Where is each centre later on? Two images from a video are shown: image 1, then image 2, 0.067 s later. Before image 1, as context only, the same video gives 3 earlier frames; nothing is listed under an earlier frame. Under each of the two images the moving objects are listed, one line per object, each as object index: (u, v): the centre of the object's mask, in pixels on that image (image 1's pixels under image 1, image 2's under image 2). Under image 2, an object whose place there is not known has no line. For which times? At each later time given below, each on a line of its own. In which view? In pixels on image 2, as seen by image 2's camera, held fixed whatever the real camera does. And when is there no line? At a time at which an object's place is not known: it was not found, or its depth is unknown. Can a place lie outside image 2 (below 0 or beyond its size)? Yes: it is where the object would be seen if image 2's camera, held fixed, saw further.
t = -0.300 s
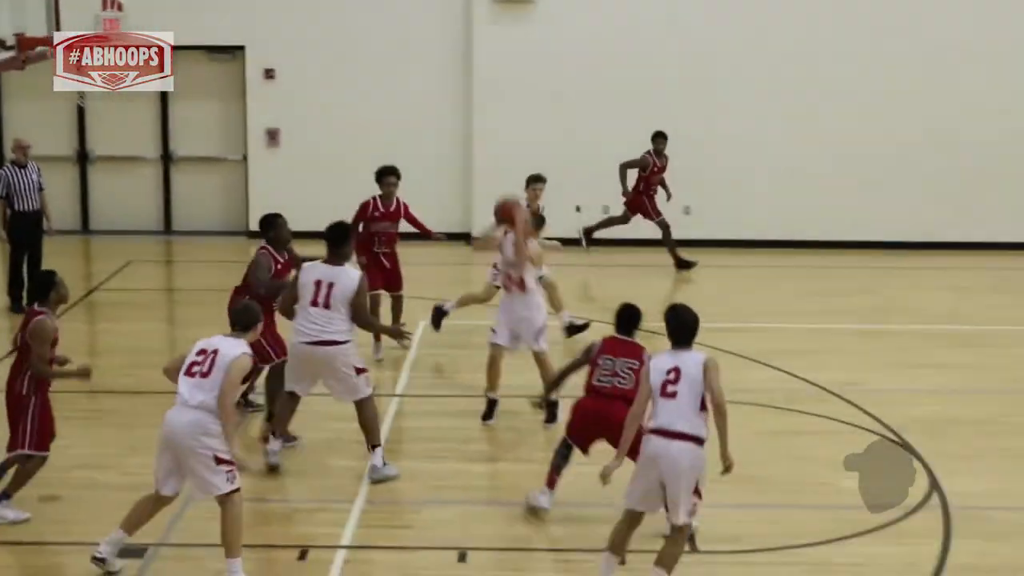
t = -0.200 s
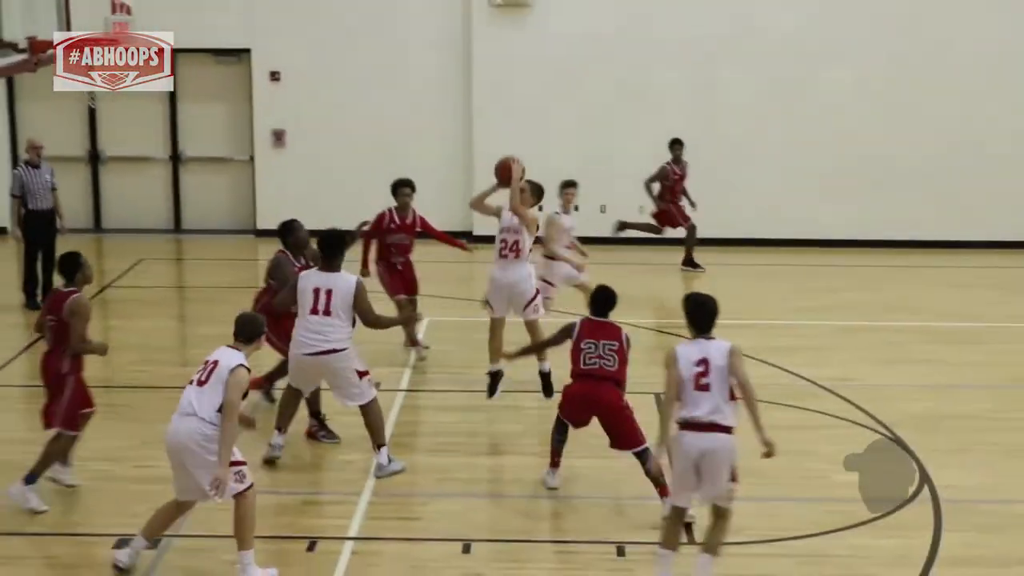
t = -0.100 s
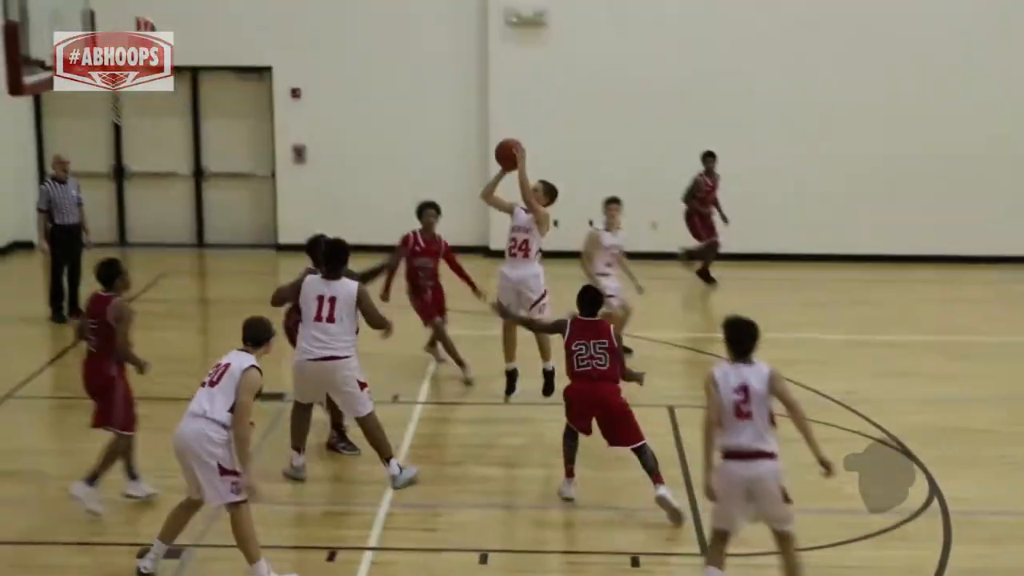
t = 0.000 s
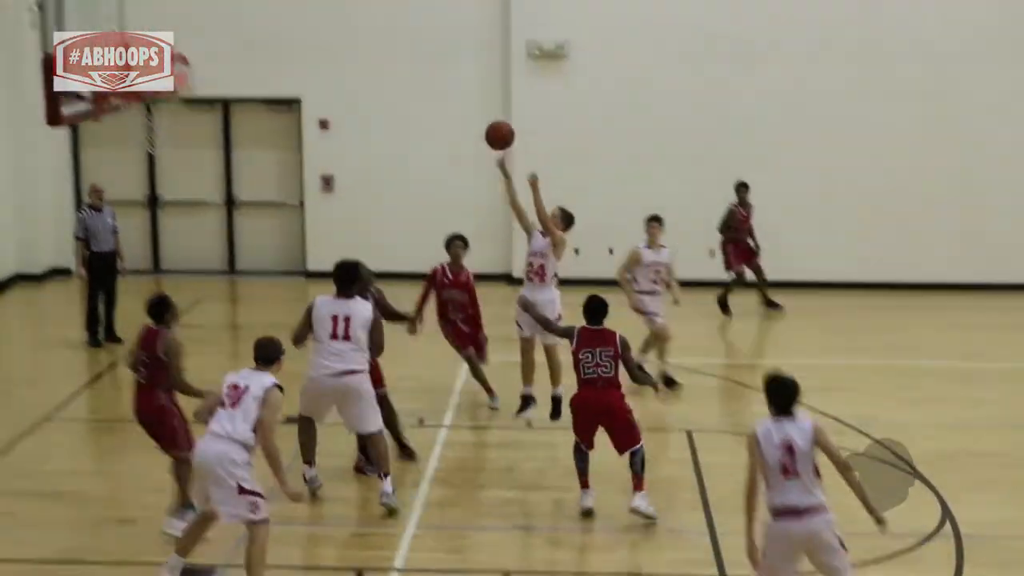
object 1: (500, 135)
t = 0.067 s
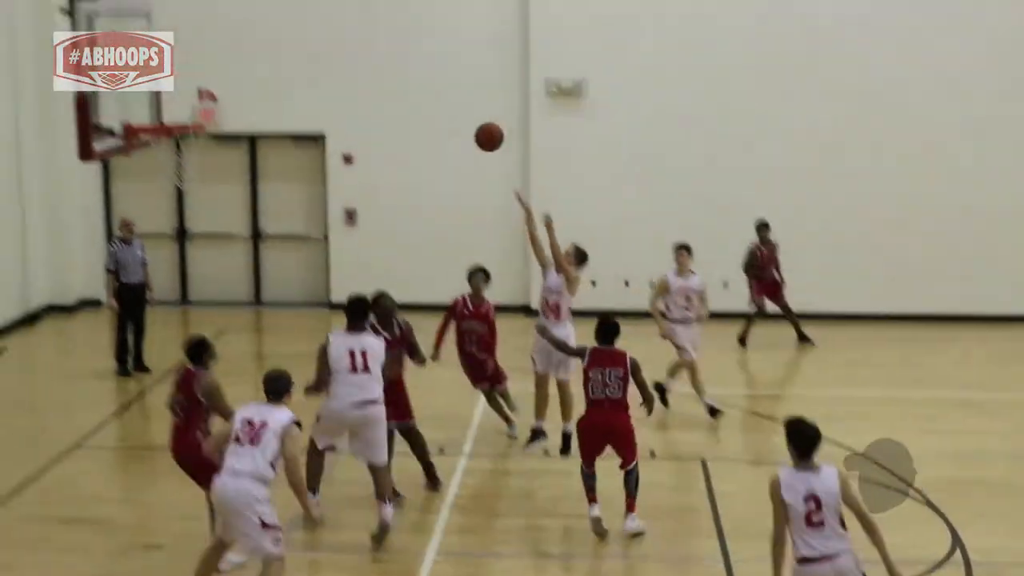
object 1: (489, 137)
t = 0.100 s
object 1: (473, 121)
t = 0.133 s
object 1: (458, 107)
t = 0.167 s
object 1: (443, 96)
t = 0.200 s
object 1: (429, 85)
